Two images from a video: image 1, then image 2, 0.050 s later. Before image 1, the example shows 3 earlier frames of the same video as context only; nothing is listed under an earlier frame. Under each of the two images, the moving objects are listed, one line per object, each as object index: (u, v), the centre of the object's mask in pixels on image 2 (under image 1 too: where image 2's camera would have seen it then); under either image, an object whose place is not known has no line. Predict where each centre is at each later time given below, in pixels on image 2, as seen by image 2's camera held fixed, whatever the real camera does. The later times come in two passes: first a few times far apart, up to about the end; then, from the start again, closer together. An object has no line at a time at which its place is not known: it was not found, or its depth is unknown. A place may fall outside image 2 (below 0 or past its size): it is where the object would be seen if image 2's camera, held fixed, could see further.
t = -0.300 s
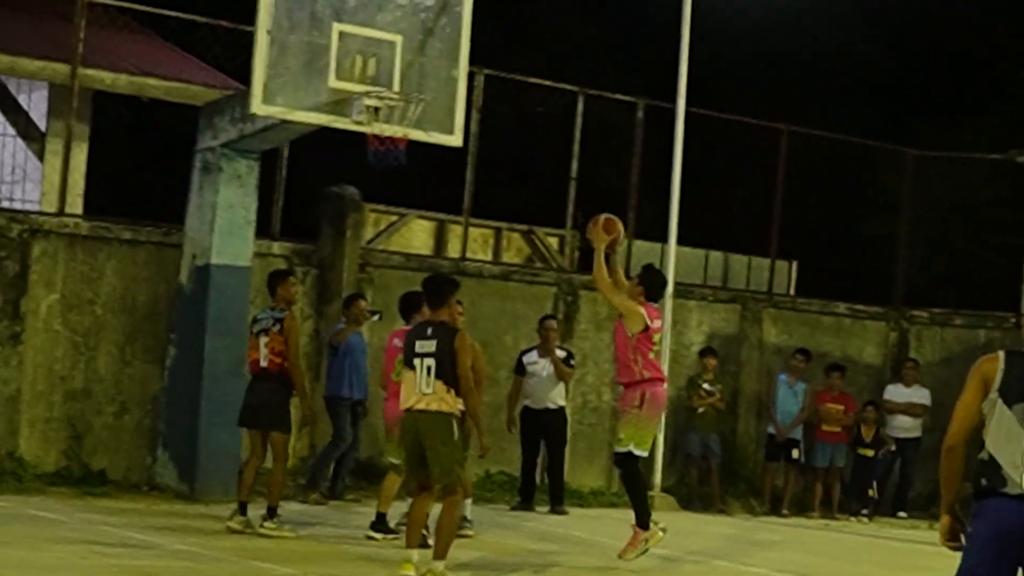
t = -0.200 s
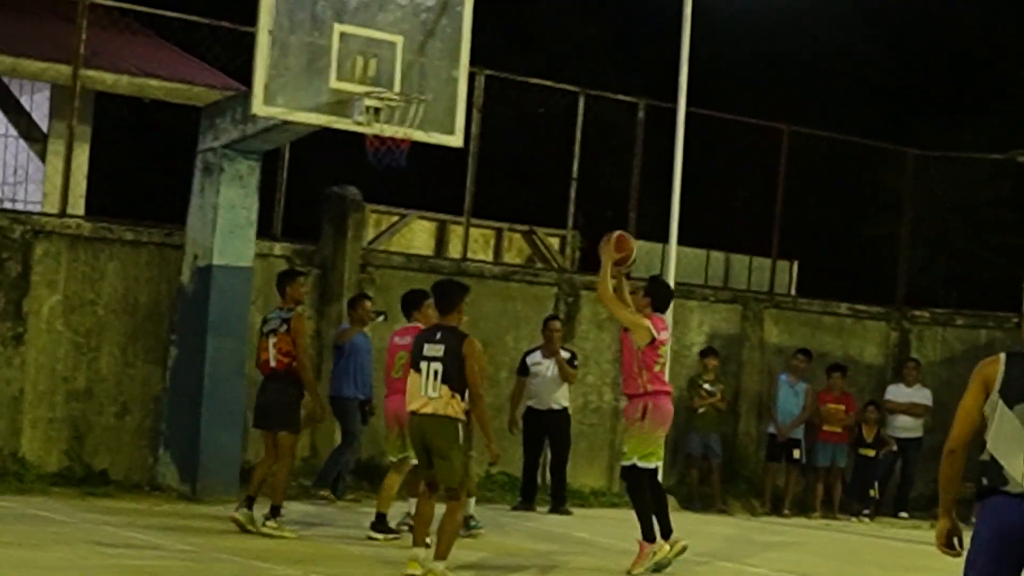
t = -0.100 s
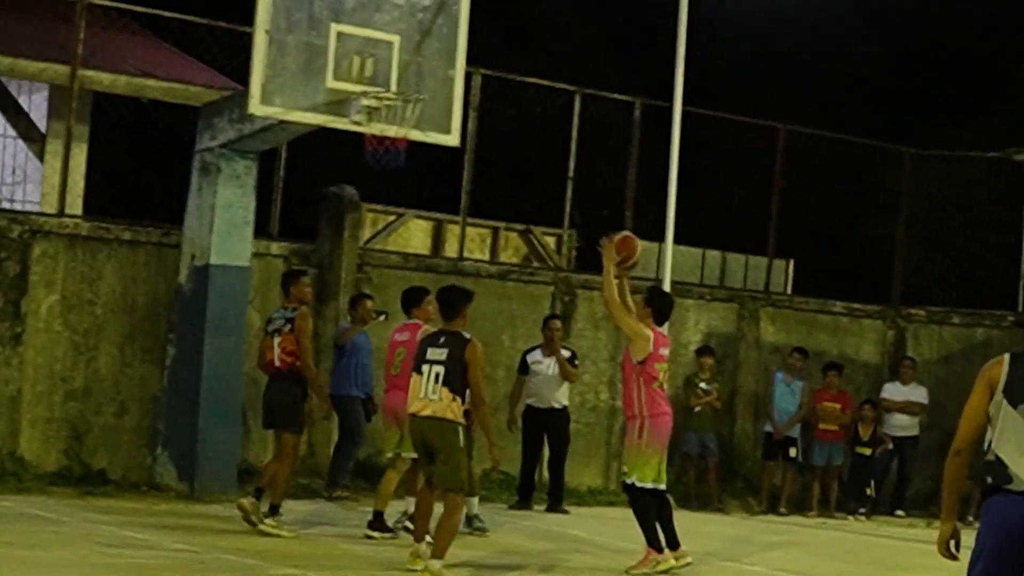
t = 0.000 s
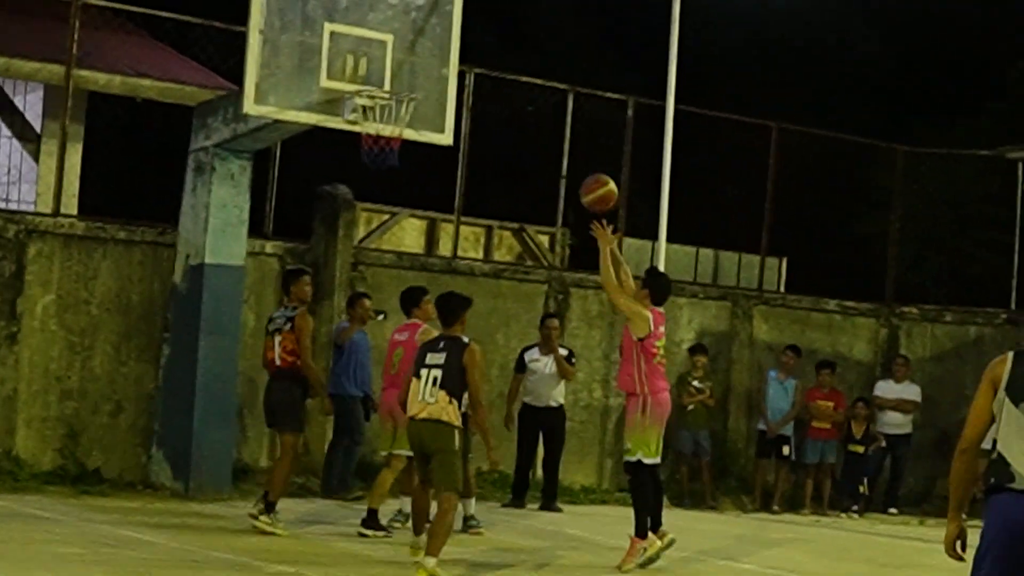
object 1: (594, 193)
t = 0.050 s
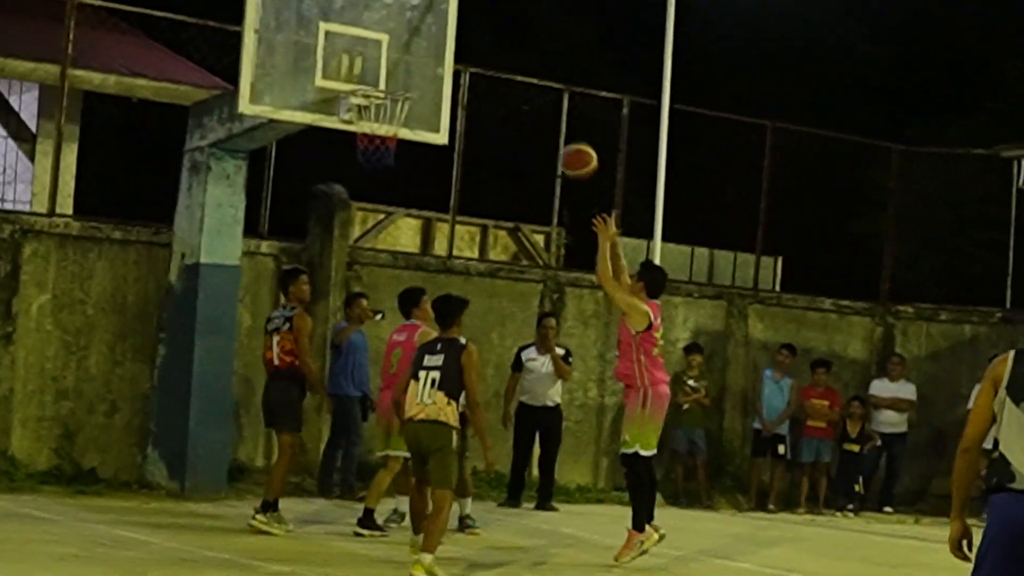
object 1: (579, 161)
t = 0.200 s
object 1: (532, 88)
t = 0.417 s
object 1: (464, 45)
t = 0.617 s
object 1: (400, 63)
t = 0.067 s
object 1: (573, 151)
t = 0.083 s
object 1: (568, 142)
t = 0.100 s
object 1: (562, 132)
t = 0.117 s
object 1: (557, 124)
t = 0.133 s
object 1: (552, 116)
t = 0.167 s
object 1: (542, 102)
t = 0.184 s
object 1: (537, 94)
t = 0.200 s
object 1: (532, 88)
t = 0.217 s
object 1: (527, 82)
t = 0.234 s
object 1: (521, 77)
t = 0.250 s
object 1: (516, 71)
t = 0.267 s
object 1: (511, 67)
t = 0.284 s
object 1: (505, 63)
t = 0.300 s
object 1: (500, 59)
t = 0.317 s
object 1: (495, 56)
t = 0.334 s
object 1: (490, 53)
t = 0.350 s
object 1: (484, 51)
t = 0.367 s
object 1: (479, 48)
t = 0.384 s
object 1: (473, 47)
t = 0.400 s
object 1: (469, 46)
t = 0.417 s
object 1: (464, 45)
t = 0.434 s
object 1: (459, 44)
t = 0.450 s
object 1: (454, 44)
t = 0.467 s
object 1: (448, 44)
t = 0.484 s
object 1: (443, 44)
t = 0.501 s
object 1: (437, 45)
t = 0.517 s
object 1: (432, 47)
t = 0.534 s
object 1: (426, 49)
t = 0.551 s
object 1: (422, 51)
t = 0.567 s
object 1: (416, 53)
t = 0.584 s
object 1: (411, 55)
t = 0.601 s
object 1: (407, 59)
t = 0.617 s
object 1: (400, 63)
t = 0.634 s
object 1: (395, 67)
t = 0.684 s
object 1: (379, 79)
